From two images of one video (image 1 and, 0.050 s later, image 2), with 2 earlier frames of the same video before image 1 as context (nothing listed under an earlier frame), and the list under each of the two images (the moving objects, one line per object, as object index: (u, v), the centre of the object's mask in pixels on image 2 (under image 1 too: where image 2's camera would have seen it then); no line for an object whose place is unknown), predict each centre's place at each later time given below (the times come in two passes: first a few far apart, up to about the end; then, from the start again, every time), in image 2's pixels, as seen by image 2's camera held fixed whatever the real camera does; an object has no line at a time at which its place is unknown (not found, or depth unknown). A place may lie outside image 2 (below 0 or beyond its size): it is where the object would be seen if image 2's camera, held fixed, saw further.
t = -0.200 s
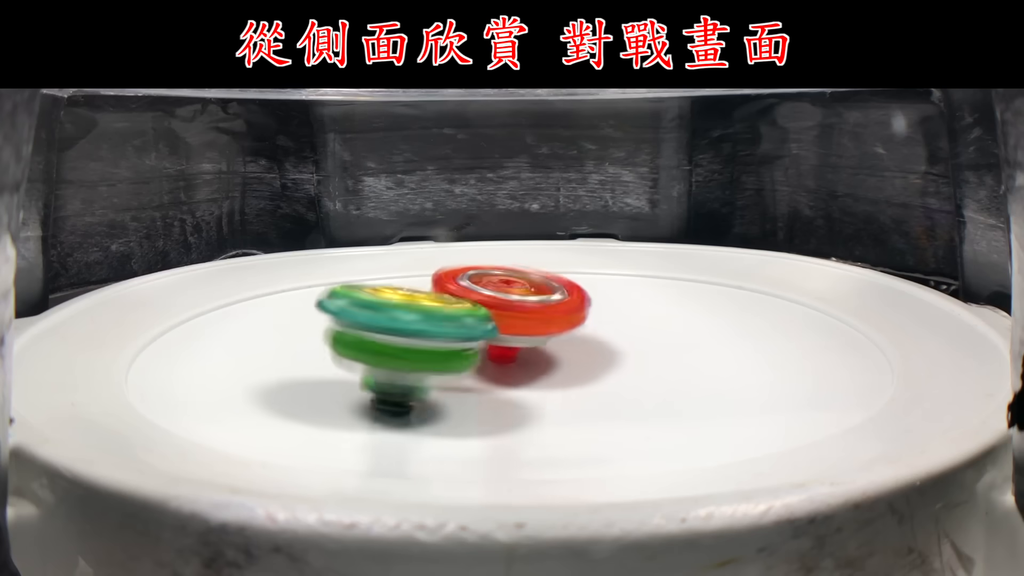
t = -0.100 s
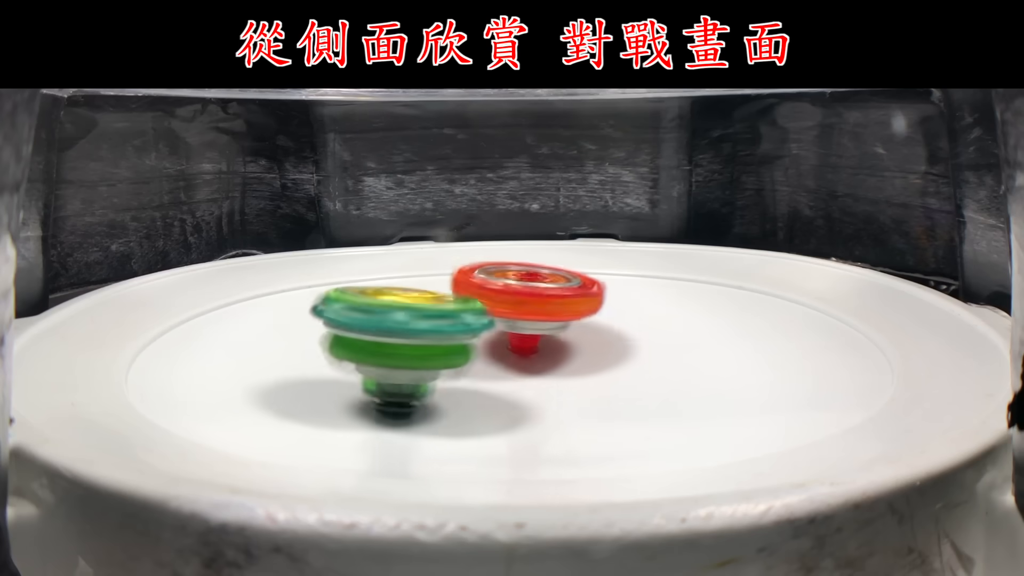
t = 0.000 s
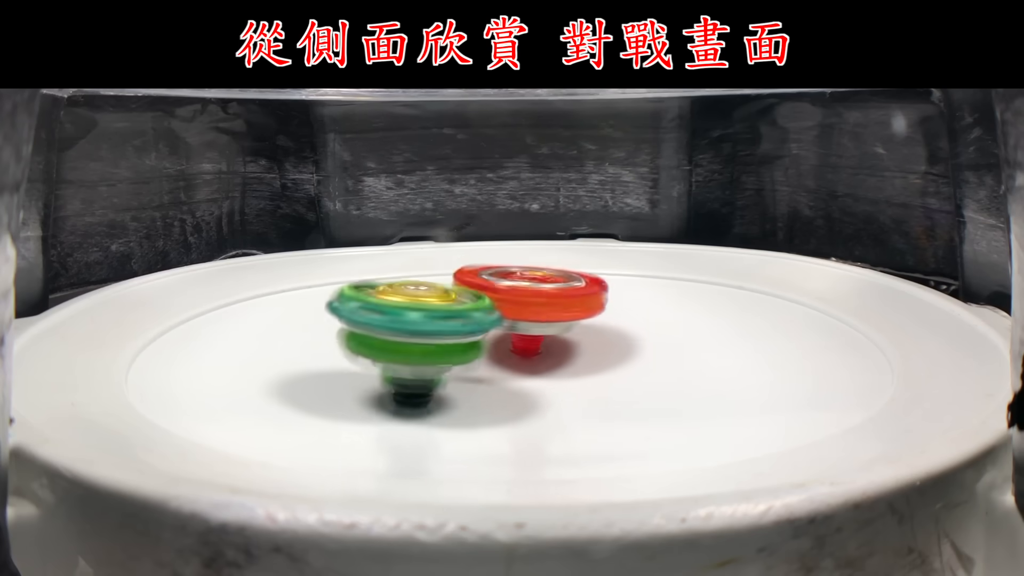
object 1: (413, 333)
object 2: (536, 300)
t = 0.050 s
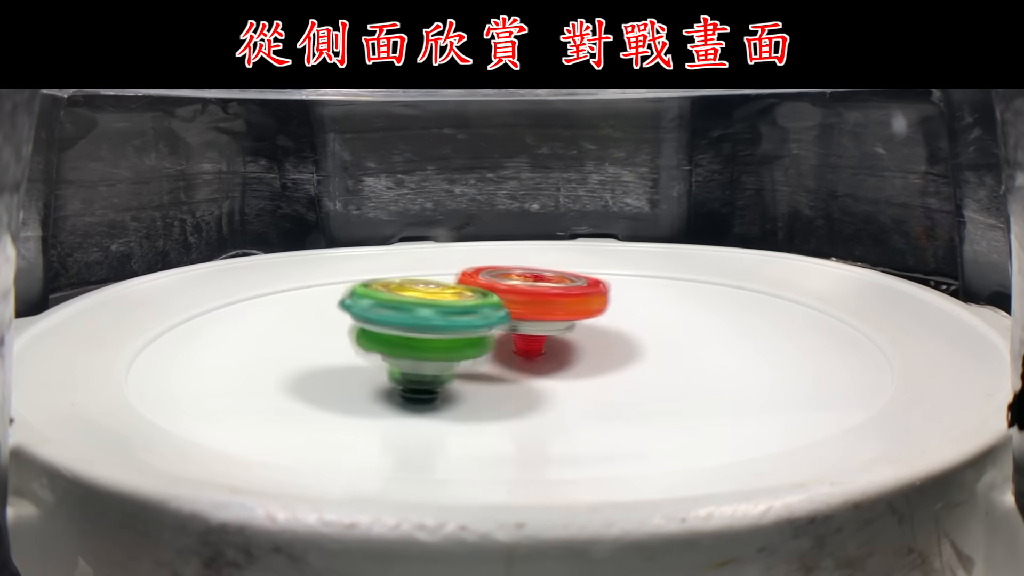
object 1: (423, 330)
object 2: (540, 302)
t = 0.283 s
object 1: (425, 329)
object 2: (569, 298)
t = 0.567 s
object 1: (442, 336)
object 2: (592, 298)
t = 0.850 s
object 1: (451, 342)
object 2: (595, 306)
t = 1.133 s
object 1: (470, 345)
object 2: (592, 313)
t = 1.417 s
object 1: (508, 355)
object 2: (592, 295)
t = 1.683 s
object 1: (528, 360)
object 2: (570, 282)
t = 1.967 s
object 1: (414, 352)
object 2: (593, 274)
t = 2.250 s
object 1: (377, 342)
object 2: (593, 280)
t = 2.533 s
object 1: (440, 308)
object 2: (603, 312)
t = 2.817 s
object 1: (485, 297)
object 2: (665, 334)
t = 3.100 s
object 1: (530, 305)
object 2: (676, 335)
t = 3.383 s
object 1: (517, 319)
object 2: (706, 337)
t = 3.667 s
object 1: (507, 329)
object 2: (681, 342)
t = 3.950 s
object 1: (473, 333)
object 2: (661, 348)
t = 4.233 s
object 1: (474, 327)
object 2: (642, 350)
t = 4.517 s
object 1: (498, 316)
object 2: (625, 353)
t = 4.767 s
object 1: (516, 300)
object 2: (608, 356)
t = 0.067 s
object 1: (423, 328)
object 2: (541, 302)
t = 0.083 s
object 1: (423, 327)
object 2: (547, 302)
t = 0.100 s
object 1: (421, 329)
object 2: (547, 300)
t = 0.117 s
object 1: (421, 326)
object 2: (550, 301)
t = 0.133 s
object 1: (421, 328)
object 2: (551, 299)
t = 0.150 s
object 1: (422, 327)
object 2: (551, 300)
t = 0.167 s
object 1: (423, 328)
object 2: (553, 300)
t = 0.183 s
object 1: (426, 326)
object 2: (552, 299)
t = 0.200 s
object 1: (429, 327)
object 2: (555, 300)
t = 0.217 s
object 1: (432, 326)
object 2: (557, 299)
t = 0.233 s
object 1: (434, 326)
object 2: (561, 302)
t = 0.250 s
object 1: (429, 327)
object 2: (564, 299)
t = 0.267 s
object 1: (427, 327)
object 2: (567, 300)
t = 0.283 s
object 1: (425, 329)
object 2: (569, 298)
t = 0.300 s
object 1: (425, 329)
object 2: (571, 298)
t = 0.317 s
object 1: (425, 329)
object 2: (573, 299)
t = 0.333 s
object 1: (425, 329)
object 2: (575, 297)
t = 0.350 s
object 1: (429, 330)
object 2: (577, 298)
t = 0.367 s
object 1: (430, 330)
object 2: (579, 297)
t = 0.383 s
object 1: (433, 329)
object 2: (580, 298)
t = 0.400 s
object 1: (437, 331)
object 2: (581, 298)
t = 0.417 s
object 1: (441, 330)
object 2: (581, 298)
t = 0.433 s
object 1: (446, 330)
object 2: (582, 299)
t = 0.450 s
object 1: (448, 330)
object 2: (582, 298)
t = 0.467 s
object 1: (455, 331)
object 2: (584, 299)
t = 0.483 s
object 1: (458, 331)
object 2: (586, 297)
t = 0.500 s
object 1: (456, 331)
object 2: (588, 299)
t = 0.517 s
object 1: (452, 333)
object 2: (590, 298)
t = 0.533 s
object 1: (447, 333)
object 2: (591, 298)
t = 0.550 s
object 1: (446, 332)
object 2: (592, 298)
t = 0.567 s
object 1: (442, 336)
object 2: (592, 298)
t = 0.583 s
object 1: (441, 334)
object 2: (592, 298)
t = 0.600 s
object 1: (440, 336)
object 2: (594, 298)
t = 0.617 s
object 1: (439, 336)
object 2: (594, 298)
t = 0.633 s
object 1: (442, 336)
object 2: (594, 299)
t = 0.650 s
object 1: (442, 338)
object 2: (594, 300)
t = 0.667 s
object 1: (443, 337)
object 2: (594, 300)
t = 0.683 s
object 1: (444, 338)
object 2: (594, 301)
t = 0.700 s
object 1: (444, 338)
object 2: (593, 301)
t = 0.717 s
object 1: (447, 337)
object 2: (594, 302)
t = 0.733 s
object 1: (447, 339)
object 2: (593, 303)
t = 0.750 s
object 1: (449, 338)
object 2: (593, 304)
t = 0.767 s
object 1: (451, 339)
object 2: (592, 305)
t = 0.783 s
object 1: (452, 338)
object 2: (591, 306)
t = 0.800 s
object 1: (457, 338)
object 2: (593, 306)
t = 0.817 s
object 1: (455, 340)
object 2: (593, 306)
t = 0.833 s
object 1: (453, 340)
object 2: (595, 306)
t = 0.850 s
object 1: (451, 342)
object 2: (595, 306)
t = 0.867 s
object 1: (448, 341)
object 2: (594, 306)
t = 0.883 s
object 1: (448, 342)
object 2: (593, 306)
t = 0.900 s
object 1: (447, 343)
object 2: (592, 306)
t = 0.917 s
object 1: (447, 343)
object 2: (592, 306)
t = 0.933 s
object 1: (448, 345)
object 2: (592, 307)
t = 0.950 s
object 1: (447, 344)
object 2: (592, 307)
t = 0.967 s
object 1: (450, 344)
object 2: (592, 308)
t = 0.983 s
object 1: (449, 345)
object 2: (591, 309)
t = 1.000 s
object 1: (451, 345)
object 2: (590, 310)
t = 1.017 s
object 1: (453, 346)
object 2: (590, 310)
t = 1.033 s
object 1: (453, 345)
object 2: (591, 311)
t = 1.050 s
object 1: (457, 345)
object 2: (591, 311)
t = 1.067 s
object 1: (458, 346)
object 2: (591, 313)
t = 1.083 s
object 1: (461, 344)
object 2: (591, 313)
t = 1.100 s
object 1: (466, 345)
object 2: (591, 314)
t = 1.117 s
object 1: (467, 345)
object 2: (591, 314)
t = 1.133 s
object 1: (470, 345)
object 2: (592, 313)
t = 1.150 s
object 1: (472, 346)
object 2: (593, 313)
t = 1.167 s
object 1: (475, 346)
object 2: (591, 312)
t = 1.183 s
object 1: (480, 347)
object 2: (593, 312)
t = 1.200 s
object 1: (479, 348)
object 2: (591, 311)
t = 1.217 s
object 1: (482, 348)
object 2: (593, 311)
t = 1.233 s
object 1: (484, 350)
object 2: (593, 311)
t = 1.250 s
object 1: (486, 349)
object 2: (592, 310)
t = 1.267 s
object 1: (491, 350)
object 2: (593, 309)
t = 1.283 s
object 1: (493, 351)
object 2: (593, 308)
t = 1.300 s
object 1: (497, 350)
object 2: (596, 308)
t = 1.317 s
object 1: (498, 352)
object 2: (597, 307)
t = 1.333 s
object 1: (500, 351)
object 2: (595, 305)
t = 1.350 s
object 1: (504, 351)
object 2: (595, 304)
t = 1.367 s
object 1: (506, 352)
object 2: (594, 302)
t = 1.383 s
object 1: (510, 350)
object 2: (598, 301)
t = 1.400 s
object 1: (510, 352)
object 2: (597, 301)
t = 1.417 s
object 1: (508, 355)
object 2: (592, 295)
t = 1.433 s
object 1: (509, 356)
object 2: (592, 292)
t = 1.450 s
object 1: (506, 359)
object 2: (589, 289)
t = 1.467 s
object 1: (509, 359)
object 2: (586, 287)
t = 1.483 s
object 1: (507, 362)
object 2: (583, 286)
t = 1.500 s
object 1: (507, 361)
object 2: (580, 284)
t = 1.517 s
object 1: (511, 362)
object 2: (579, 282)
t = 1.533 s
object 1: (511, 363)
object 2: (575, 283)
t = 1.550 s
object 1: (514, 363)
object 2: (574, 282)
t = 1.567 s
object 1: (515, 364)
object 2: (573, 281)
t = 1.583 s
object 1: (517, 363)
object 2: (573, 282)
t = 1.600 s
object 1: (522, 362)
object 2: (571, 282)
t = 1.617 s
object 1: (523, 363)
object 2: (571, 281)
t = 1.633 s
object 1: (525, 362)
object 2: (572, 282)
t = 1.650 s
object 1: (527, 363)
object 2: (571, 282)
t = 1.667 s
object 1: (527, 360)
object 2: (570, 283)
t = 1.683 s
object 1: (528, 360)
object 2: (570, 282)
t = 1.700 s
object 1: (526, 360)
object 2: (571, 283)
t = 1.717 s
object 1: (525, 359)
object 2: (570, 284)
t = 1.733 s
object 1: (524, 358)
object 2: (569, 283)
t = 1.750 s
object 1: (518, 356)
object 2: (571, 283)
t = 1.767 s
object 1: (518, 355)
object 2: (572, 284)
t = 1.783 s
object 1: (512, 354)
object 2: (572, 286)
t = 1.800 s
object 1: (508, 352)
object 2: (573, 287)
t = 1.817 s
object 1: (505, 350)
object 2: (576, 288)
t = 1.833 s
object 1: (499, 350)
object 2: (576, 291)
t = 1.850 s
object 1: (495, 347)
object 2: (576, 292)
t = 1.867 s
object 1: (492, 346)
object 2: (577, 294)
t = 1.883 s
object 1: (483, 346)
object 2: (576, 296)
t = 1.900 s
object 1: (467, 345)
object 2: (581, 292)
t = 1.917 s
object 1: (451, 350)
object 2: (580, 289)
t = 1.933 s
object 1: (437, 349)
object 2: (585, 284)
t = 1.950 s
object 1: (425, 350)
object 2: (590, 279)
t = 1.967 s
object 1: (414, 352)
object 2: (593, 274)
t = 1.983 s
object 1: (403, 351)
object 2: (597, 272)
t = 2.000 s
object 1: (396, 352)
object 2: (598, 270)
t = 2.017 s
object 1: (385, 351)
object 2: (598, 268)
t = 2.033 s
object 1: (381, 350)
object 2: (598, 267)
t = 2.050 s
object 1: (375, 351)
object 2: (596, 268)
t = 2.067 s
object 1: (371, 348)
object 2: (594, 268)
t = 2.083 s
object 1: (371, 350)
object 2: (594, 268)
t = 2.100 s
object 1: (366, 349)
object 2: (592, 270)
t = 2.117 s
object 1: (366, 348)
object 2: (592, 271)
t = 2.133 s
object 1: (367, 347)
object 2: (591, 272)
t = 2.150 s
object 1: (367, 348)
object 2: (590, 274)
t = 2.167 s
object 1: (367, 346)
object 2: (591, 275)
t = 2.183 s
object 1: (370, 345)
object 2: (591, 276)
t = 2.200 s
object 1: (370, 346)
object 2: (591, 277)
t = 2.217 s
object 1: (372, 343)
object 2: (592, 278)
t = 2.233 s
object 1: (376, 342)
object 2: (593, 279)
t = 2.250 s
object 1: (377, 342)
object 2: (593, 280)
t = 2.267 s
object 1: (381, 339)
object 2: (594, 281)
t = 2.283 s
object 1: (385, 339)
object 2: (595, 282)
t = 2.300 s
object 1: (387, 337)
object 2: (595, 284)
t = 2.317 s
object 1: (393, 335)
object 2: (596, 285)
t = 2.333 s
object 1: (397, 334)
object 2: (596, 286)
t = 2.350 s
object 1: (400, 331)
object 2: (596, 288)
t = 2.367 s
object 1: (406, 329)
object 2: (596, 289)
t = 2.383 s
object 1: (410, 328)
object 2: (595, 291)
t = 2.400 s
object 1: (415, 325)
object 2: (594, 292)
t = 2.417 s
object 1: (421, 323)
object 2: (594, 295)
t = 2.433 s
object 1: (425, 321)
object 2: (593, 296)
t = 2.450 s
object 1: (430, 319)
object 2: (593, 299)
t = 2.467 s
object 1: (436, 316)
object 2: (592, 301)
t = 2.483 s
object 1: (440, 315)
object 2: (592, 303)
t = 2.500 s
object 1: (440, 312)
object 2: (596, 307)
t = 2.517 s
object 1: (442, 309)
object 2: (599, 309)
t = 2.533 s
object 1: (440, 308)
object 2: (603, 312)
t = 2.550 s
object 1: (440, 306)
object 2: (606, 314)
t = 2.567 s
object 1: (441, 304)
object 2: (609, 316)
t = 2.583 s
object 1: (441, 305)
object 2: (613, 318)
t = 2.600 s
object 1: (442, 302)
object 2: (617, 320)
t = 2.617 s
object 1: (445, 300)
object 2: (621, 322)
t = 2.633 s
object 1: (446, 301)
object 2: (625, 324)
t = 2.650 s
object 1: (448, 300)
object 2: (629, 326)
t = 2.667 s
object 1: (452, 297)
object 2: (634, 327)
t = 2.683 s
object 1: (453, 298)
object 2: (638, 329)
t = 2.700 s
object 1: (457, 297)
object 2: (642, 330)
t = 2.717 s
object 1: (462, 296)
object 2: (647, 331)
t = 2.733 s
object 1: (463, 298)
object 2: (651, 332)
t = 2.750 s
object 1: (467, 297)
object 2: (653, 333)
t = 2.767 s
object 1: (472, 296)
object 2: (657, 333)
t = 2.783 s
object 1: (475, 297)
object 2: (661, 333)
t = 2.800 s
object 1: (479, 297)
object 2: (662, 334)
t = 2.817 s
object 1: (485, 297)
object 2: (665, 334)
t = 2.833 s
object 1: (488, 298)
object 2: (668, 333)
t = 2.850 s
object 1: (492, 299)
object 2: (667, 333)
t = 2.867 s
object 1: (499, 299)
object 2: (669, 333)
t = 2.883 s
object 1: (504, 300)
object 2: (671, 334)
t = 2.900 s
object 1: (507, 301)
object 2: (670, 333)
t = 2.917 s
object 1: (512, 300)
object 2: (670, 332)
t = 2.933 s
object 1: (518, 301)
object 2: (669, 333)
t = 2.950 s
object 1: (522, 303)
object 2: (667, 334)
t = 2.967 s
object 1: (527, 302)
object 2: (667, 334)
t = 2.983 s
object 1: (533, 302)
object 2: (667, 335)
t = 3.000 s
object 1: (533, 305)
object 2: (674, 334)
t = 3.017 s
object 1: (531, 302)
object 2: (679, 335)
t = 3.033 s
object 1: (531, 303)
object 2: (682, 335)
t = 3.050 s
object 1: (530, 305)
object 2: (681, 334)
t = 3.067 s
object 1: (530, 303)
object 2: (680, 334)
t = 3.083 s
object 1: (531, 303)
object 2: (678, 336)
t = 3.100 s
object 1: (530, 305)
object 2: (676, 335)
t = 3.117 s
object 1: (530, 305)
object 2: (674, 334)
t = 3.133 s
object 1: (531, 304)
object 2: (675, 334)
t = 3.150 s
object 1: (530, 307)
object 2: (674, 334)
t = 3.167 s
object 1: (529, 307)
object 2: (673, 333)
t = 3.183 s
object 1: (531, 307)
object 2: (673, 333)
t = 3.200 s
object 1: (530, 308)
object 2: (671, 333)
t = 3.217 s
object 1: (530, 311)
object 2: (671, 333)
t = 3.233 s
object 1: (529, 310)
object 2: (670, 333)
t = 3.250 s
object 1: (529, 312)
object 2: (670, 332)
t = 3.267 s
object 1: (529, 314)
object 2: (670, 332)
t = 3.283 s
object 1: (524, 314)
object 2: (675, 331)
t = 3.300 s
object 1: (525, 312)
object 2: (681, 336)
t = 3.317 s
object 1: (521, 316)
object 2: (689, 334)
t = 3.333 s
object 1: (519, 315)
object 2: (694, 336)
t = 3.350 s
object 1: (520, 316)
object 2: (700, 334)
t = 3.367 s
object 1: (518, 317)
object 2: (704, 336)
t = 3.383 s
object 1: (517, 319)
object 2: (706, 337)
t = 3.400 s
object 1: (517, 318)
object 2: (708, 336)
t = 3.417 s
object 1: (517, 318)
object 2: (707, 337)
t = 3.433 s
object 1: (517, 320)
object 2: (703, 337)
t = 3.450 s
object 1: (516, 321)
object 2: (700, 338)
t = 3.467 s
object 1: (517, 320)
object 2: (697, 338)
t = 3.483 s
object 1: (515, 322)
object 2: (695, 338)
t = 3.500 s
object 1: (513, 323)
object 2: (691, 339)
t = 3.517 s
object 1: (513, 322)
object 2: (690, 339)
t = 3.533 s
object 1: (512, 322)
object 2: (689, 340)
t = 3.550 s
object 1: (512, 324)
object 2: (687, 340)
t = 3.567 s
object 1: (511, 326)
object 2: (688, 340)
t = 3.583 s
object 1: (512, 324)
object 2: (686, 341)
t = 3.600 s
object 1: (510, 327)
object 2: (683, 341)
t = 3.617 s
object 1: (509, 328)
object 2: (684, 341)
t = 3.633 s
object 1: (507, 327)
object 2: (683, 342)
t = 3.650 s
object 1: (508, 327)
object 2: (681, 341)
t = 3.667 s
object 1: (507, 329)
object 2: (681, 342)
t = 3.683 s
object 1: (506, 330)
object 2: (681, 342)
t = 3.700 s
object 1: (507, 329)
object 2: (680, 343)
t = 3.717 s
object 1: (505, 331)
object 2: (677, 343)
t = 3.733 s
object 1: (502, 332)
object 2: (677, 343)
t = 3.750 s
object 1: (501, 330)
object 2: (676, 344)
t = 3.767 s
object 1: (500, 330)
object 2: (673, 344)
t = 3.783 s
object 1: (499, 333)
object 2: (673, 345)
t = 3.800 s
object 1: (497, 333)
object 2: (670, 346)
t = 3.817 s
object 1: (497, 332)
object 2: (666, 345)
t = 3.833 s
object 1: (495, 334)
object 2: (670, 347)
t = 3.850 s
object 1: (488, 336)
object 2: (669, 348)
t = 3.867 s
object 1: (485, 332)
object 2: (667, 348)
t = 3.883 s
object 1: (482, 332)
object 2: (666, 348)
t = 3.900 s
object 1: (478, 334)
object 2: (662, 348)
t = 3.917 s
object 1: (475, 333)
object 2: (662, 348)
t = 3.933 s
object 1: (474, 332)
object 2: (660, 348)
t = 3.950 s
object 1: (473, 333)
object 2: (661, 348)
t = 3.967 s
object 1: (470, 335)
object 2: (660, 349)
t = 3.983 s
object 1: (468, 333)
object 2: (658, 349)
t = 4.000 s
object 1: (468, 332)
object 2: (658, 349)
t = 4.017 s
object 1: (466, 334)
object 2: (656, 349)
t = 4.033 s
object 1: (465, 333)
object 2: (655, 349)
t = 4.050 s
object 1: (465, 332)
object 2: (653, 349)
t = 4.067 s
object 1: (467, 331)
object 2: (652, 349)
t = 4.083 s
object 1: (466, 333)
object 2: (652, 349)
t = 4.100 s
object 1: (466, 332)
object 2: (651, 350)
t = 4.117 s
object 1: (469, 330)
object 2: (651, 349)
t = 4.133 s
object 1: (469, 331)
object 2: (650, 350)
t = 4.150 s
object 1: (469, 333)
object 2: (647, 350)
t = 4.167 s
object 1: (469, 330)
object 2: (647, 350)
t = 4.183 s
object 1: (471, 329)
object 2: (645, 350)
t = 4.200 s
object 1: (473, 330)
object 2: (645, 350)
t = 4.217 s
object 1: (472, 329)
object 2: (643, 350)
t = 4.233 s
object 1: (474, 327)
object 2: (642, 350)
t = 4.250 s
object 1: (476, 325)
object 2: (643, 350)
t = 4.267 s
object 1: (477, 327)
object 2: (641, 350)
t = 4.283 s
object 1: (478, 325)
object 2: (641, 350)
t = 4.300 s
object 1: (480, 323)
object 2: (639, 351)
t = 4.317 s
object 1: (482, 323)
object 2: (637, 351)
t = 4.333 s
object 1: (483, 325)
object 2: (637, 351)
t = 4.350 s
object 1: (483, 323)
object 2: (635, 351)
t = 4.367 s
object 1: (487, 320)
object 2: (635, 351)
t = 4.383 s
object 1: (488, 320)
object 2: (633, 352)
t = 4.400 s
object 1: (488, 322)
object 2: (632, 351)
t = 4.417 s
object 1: (489, 320)
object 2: (632, 352)
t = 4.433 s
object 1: (492, 317)
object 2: (630, 352)
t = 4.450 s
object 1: (494, 318)
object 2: (630, 352)
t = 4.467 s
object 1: (492, 319)
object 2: (628, 352)
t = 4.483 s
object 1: (495, 316)
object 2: (627, 352)
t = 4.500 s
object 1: (498, 313)
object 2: (627, 353)
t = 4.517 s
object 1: (498, 316)
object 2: (625, 353)
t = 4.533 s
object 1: (499, 315)
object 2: (625, 353)
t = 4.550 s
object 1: (500, 311)
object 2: (623, 354)
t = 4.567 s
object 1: (503, 310)
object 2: (623, 353)
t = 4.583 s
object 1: (505, 310)
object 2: (621, 354)
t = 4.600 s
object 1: (504, 312)
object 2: (619, 354)
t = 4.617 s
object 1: (507, 307)
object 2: (619, 354)
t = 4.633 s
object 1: (507, 307)
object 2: (618, 354)
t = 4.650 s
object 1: (510, 308)
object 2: (618, 354)
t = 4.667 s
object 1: (509, 306)
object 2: (616, 355)
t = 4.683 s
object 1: (510, 304)
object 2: (615, 355)
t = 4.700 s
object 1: (514, 301)
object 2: (614, 355)
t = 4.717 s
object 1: (513, 307)
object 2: (612, 356)
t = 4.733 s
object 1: (512, 306)
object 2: (612, 355)
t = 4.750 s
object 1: (516, 299)
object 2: (610, 356)
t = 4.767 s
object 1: (516, 300)
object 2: (608, 356)
